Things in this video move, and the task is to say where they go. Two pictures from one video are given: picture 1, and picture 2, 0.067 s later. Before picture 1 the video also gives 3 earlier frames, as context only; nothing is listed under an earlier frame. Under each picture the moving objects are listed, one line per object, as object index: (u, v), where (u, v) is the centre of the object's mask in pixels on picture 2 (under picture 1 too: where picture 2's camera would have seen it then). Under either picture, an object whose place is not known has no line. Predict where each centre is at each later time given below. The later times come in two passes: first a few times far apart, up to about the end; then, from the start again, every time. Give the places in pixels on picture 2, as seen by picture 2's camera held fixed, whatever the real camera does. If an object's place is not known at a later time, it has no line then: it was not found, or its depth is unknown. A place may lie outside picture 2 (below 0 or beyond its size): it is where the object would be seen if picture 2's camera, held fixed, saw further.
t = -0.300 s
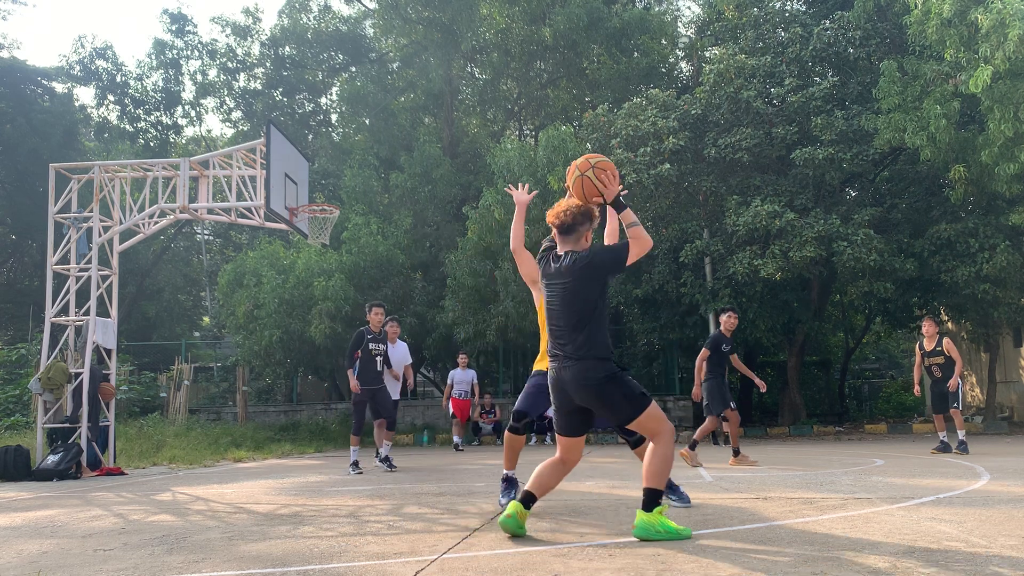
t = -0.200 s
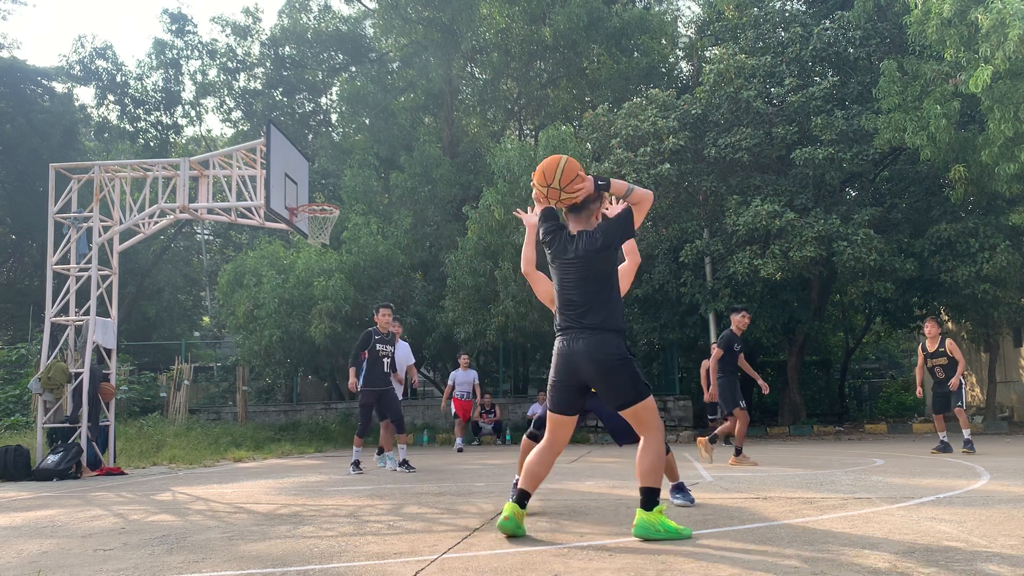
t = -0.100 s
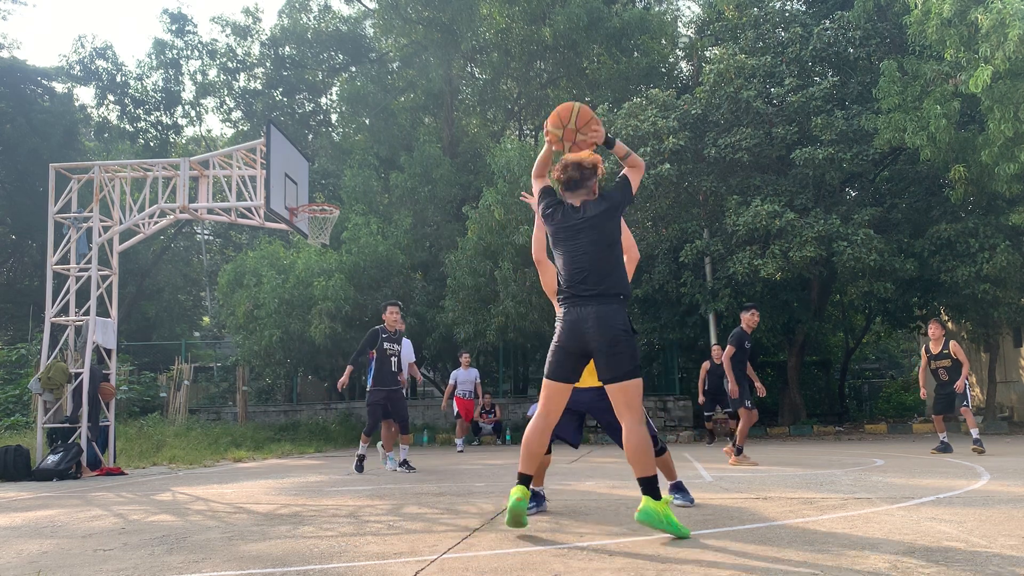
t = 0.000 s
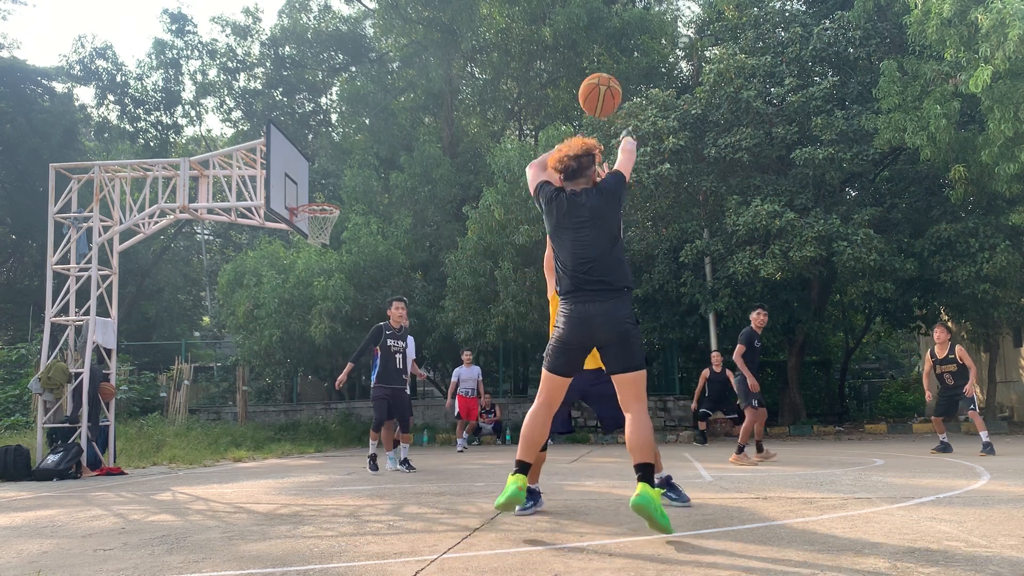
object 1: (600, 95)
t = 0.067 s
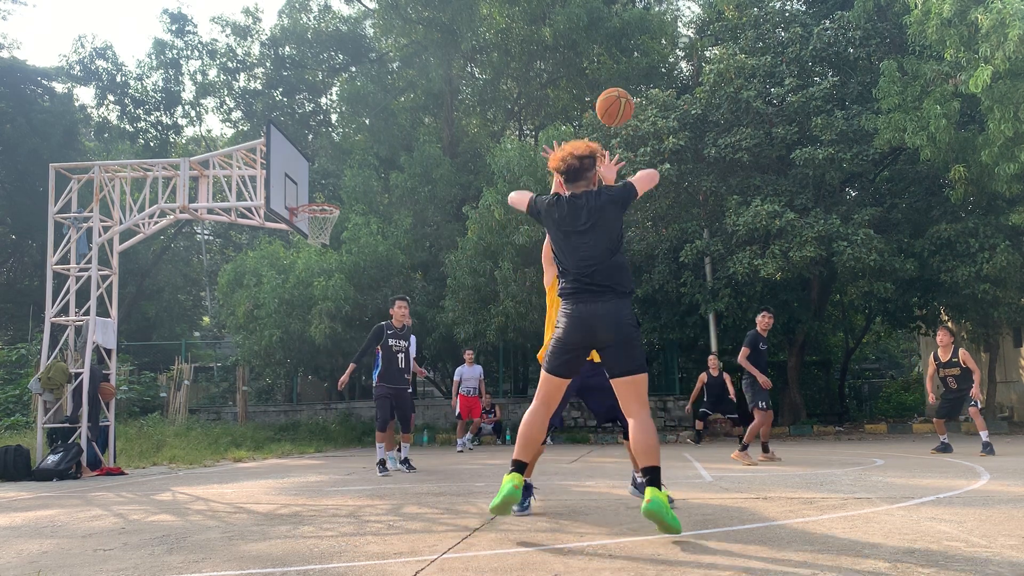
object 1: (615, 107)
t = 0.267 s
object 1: (644, 159)
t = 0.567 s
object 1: (670, 264)
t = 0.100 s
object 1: (621, 114)
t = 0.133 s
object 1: (626, 122)
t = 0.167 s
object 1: (631, 131)
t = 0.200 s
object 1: (636, 140)
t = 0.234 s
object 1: (640, 149)
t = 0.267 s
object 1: (644, 159)
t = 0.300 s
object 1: (647, 170)
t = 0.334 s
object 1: (651, 181)
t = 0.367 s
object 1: (654, 192)
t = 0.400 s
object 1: (657, 204)
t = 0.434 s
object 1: (660, 216)
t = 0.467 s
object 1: (662, 227)
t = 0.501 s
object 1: (665, 239)
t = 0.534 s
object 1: (667, 252)
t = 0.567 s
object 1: (670, 264)
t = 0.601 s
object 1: (672, 277)
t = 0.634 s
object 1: (673, 290)
